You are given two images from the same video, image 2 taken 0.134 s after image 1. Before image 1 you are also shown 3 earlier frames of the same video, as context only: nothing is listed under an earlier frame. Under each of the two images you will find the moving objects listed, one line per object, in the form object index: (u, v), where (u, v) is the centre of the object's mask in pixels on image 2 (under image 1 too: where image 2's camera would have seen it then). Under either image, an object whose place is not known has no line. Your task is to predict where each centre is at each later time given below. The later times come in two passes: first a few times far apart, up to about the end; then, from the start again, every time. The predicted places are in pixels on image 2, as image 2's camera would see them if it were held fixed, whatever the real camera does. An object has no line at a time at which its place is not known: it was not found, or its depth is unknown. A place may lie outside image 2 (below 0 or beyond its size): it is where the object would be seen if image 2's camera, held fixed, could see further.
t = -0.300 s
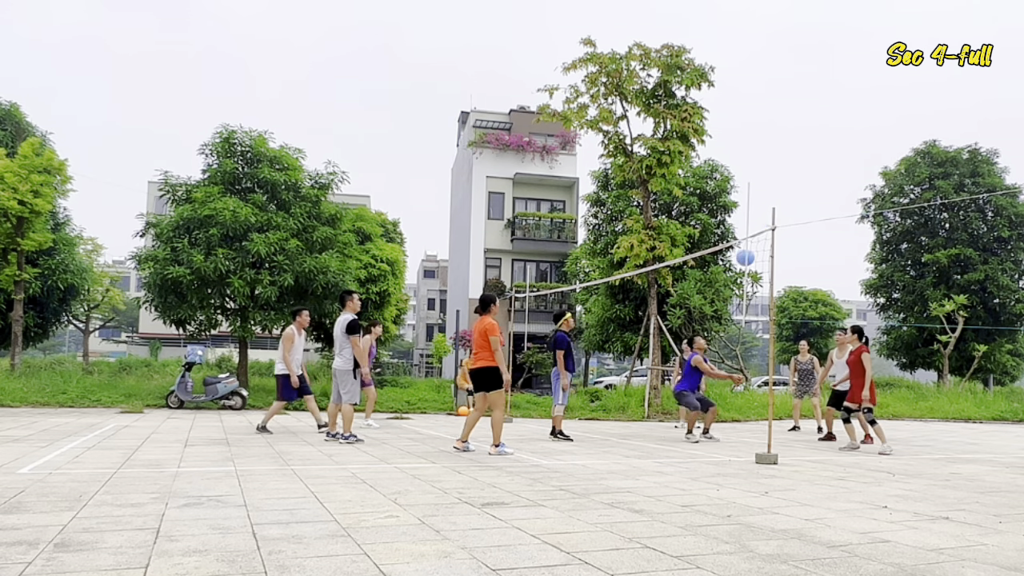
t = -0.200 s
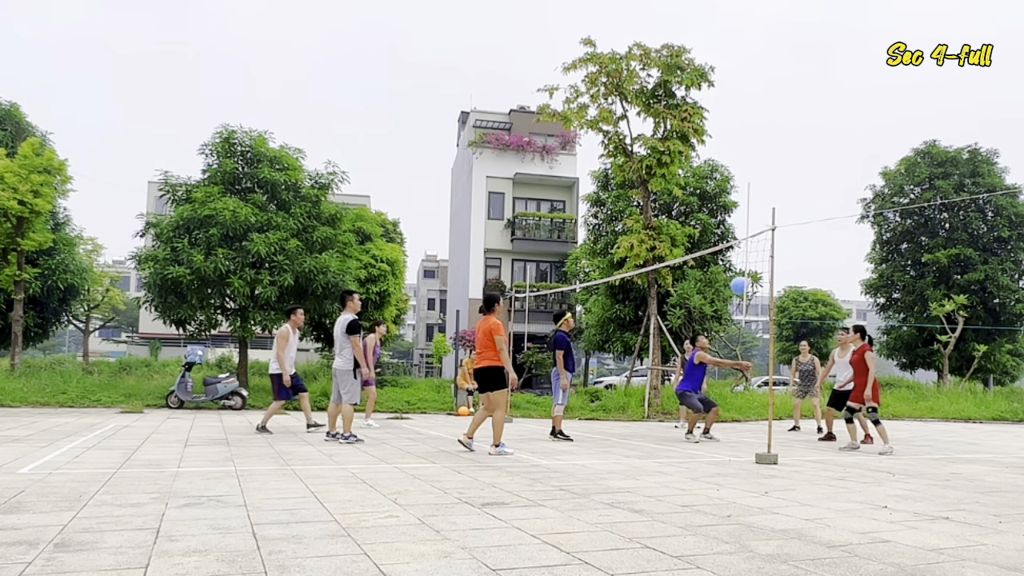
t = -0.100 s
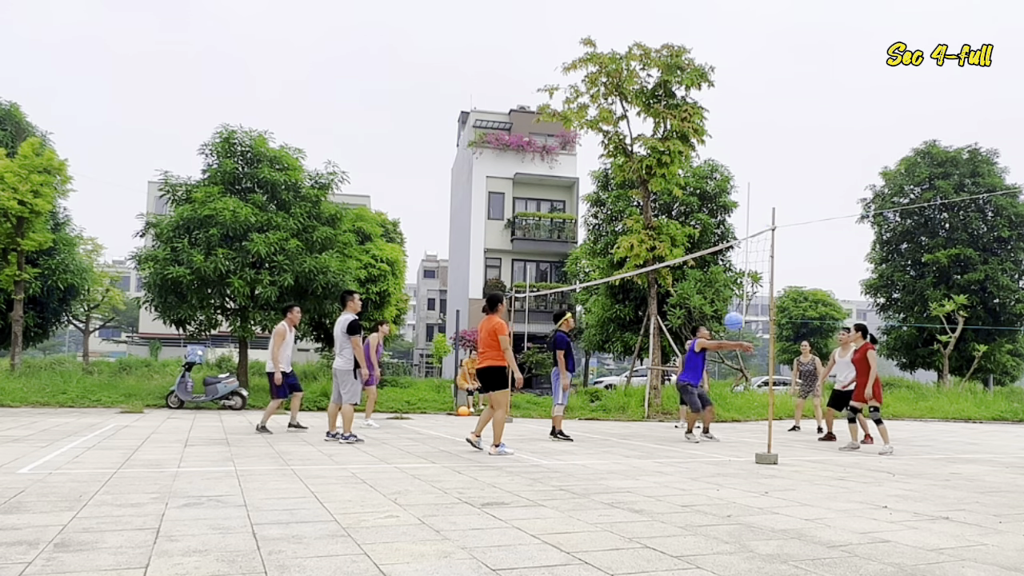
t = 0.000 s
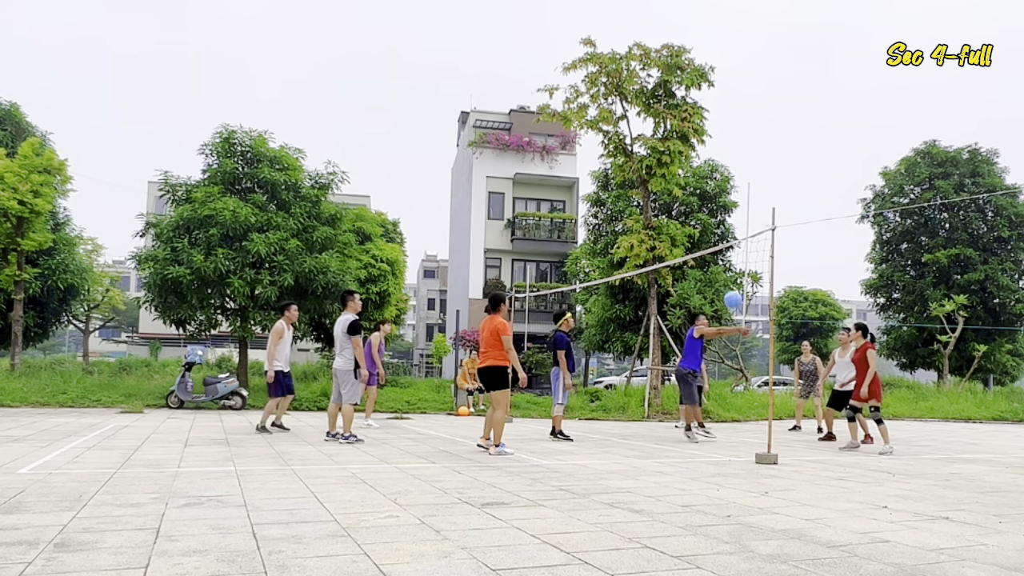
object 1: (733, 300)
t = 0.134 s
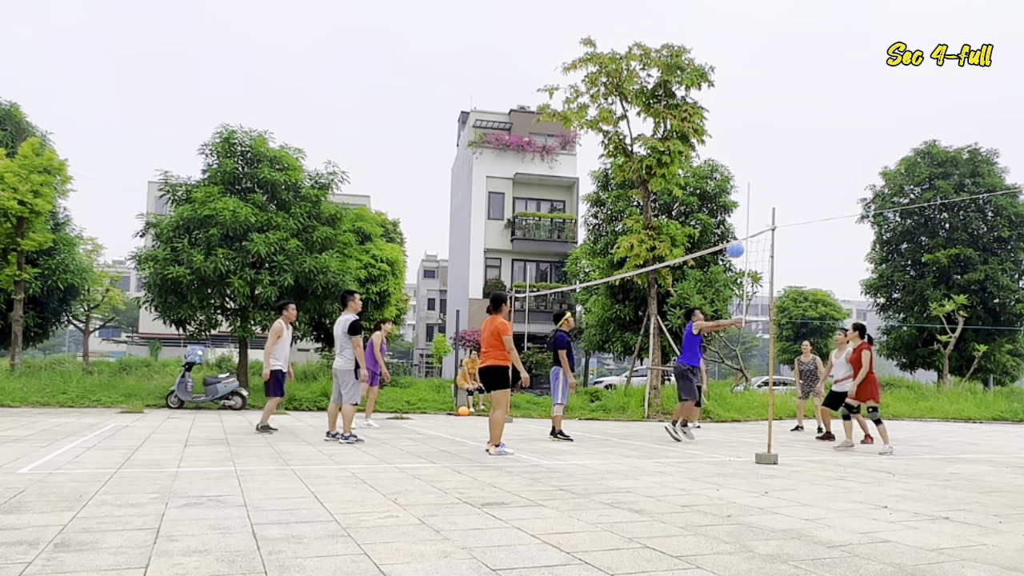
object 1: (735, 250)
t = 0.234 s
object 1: (737, 222)
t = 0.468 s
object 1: (742, 189)
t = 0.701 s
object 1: (745, 194)
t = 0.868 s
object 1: (748, 221)
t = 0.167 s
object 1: (735, 239)
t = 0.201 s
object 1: (736, 231)
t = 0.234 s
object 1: (737, 222)
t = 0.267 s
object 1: (737, 215)
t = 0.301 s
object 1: (738, 209)
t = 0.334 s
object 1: (739, 203)
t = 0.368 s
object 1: (739, 198)
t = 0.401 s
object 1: (740, 194)
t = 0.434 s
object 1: (741, 191)
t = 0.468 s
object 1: (742, 189)
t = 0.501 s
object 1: (742, 188)
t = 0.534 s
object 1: (743, 187)
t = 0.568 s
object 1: (743, 187)
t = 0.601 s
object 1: (744, 188)
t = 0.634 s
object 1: (744, 189)
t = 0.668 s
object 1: (745, 191)
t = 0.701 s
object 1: (745, 194)
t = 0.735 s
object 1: (746, 198)
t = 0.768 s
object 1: (747, 203)
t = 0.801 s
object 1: (747, 208)
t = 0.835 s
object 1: (747, 214)
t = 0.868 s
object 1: (748, 221)
